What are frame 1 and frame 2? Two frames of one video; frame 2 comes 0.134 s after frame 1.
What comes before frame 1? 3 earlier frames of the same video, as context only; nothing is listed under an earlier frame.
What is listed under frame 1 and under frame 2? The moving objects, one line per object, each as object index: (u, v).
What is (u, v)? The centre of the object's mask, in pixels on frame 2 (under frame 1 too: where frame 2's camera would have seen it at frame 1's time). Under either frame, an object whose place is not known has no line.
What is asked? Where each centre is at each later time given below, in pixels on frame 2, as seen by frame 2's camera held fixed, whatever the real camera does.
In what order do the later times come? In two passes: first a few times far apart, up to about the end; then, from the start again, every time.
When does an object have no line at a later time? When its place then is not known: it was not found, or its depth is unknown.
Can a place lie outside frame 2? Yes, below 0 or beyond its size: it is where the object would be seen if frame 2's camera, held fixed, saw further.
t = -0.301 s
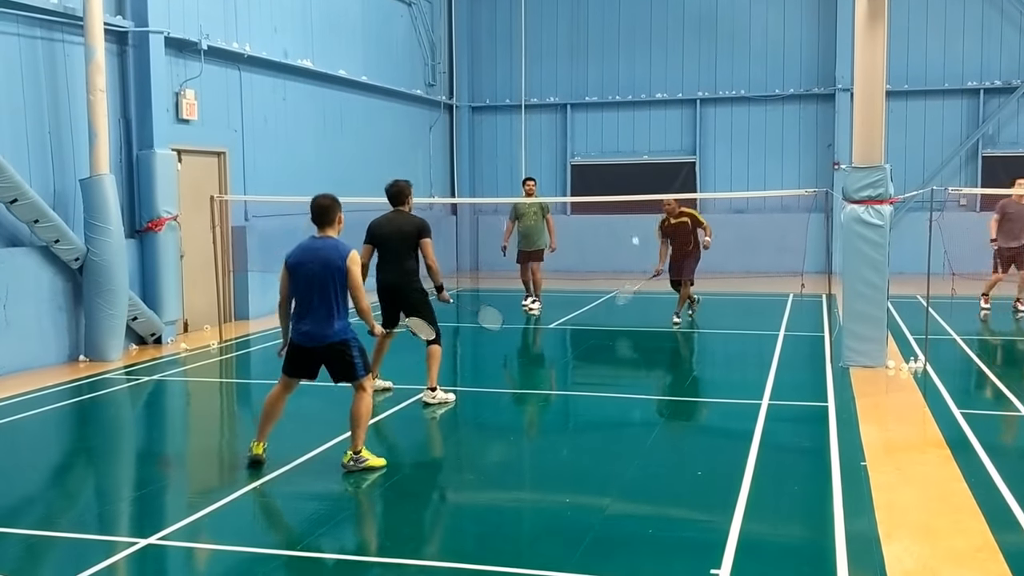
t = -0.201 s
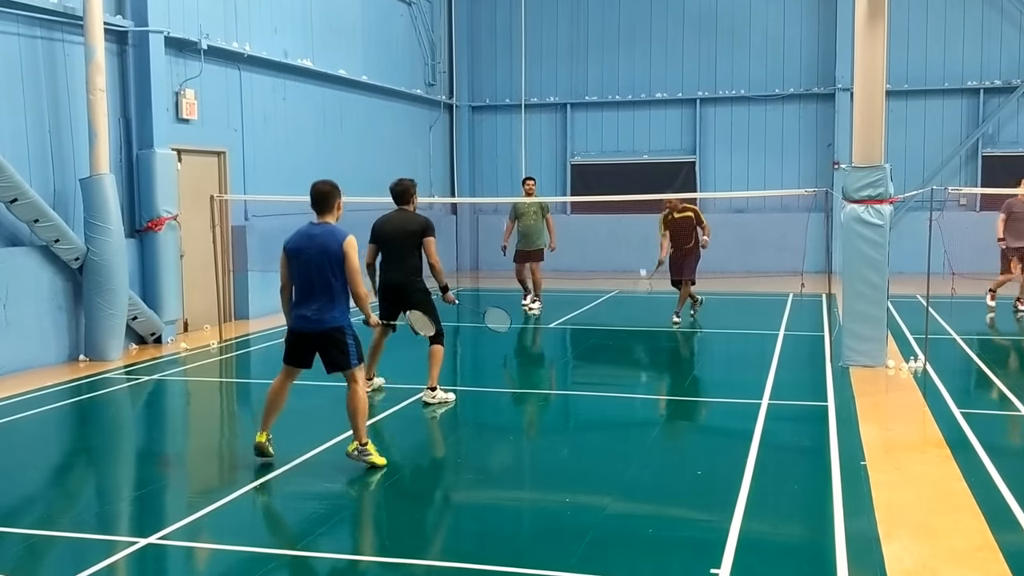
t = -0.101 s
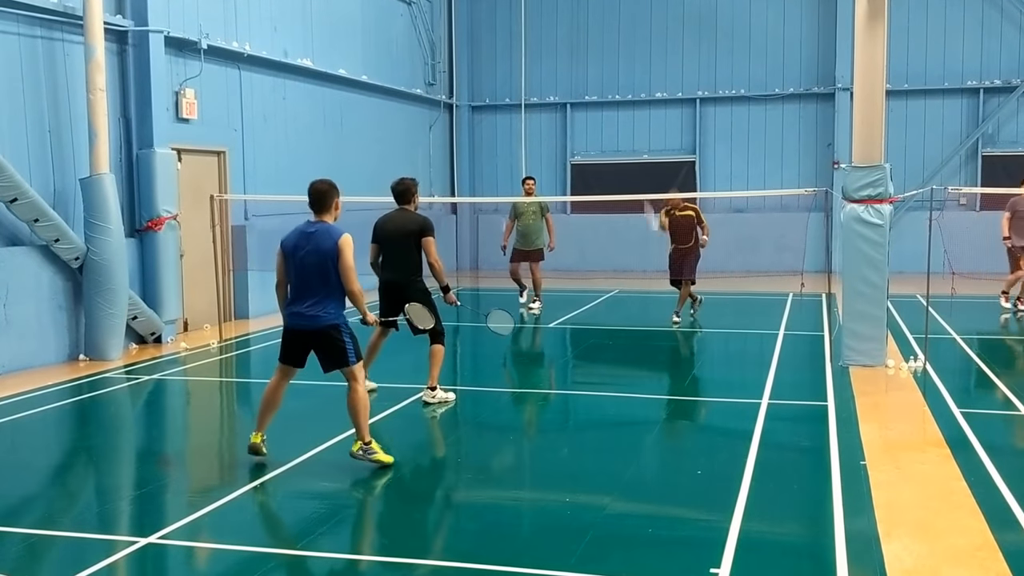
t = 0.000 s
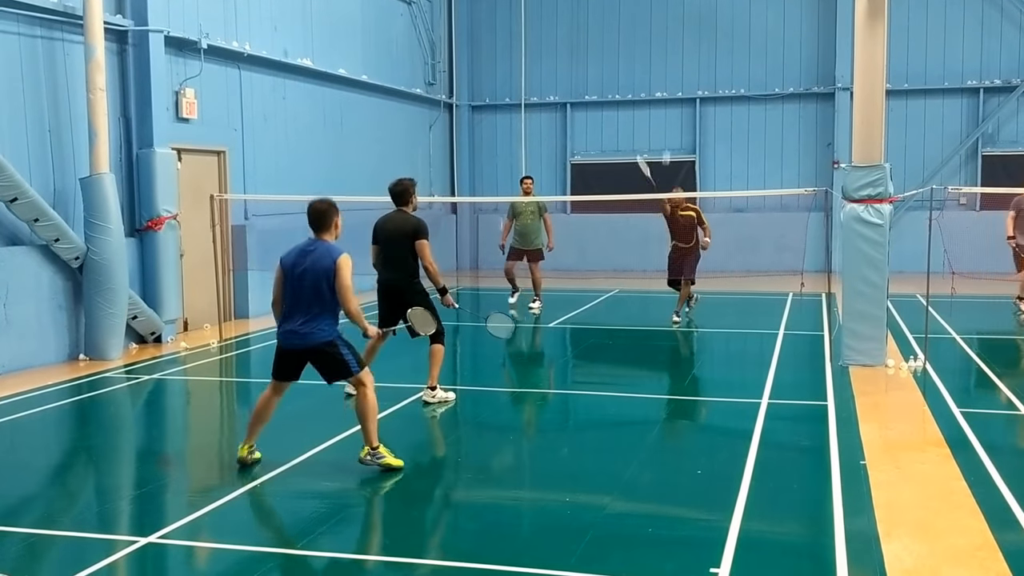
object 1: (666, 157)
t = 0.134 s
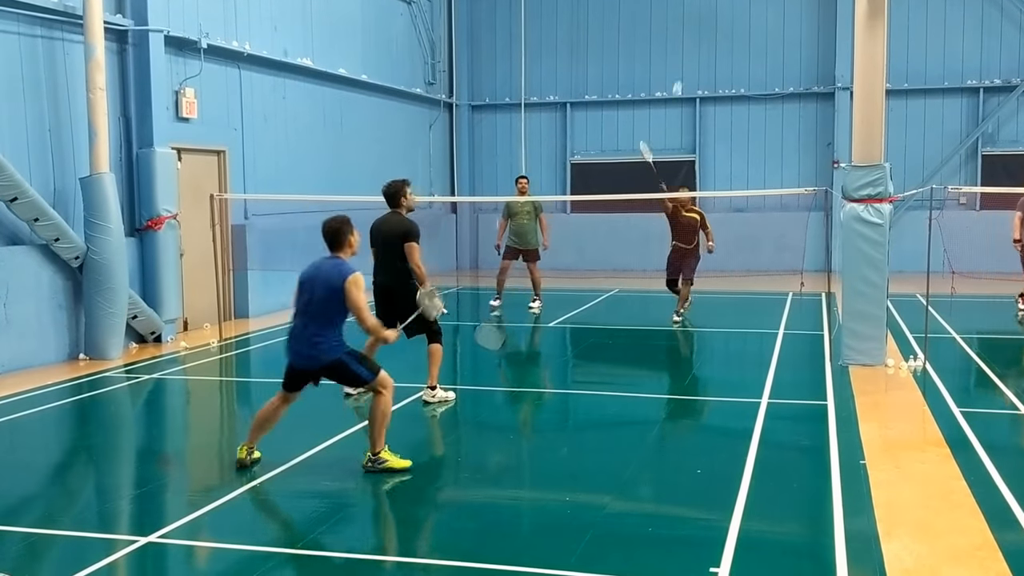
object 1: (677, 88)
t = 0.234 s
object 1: (685, 51)
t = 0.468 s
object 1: (699, 16)
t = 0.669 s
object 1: (707, 55)
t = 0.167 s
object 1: (680, 75)
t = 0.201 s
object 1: (683, 62)
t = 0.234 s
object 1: (685, 51)
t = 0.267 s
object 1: (688, 41)
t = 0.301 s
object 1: (690, 33)
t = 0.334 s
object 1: (692, 27)
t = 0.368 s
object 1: (694, 22)
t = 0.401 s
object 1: (696, 19)
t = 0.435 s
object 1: (698, 16)
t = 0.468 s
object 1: (699, 16)
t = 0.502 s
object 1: (701, 18)
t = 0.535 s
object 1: (702, 22)
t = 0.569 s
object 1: (704, 27)
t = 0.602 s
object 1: (705, 34)
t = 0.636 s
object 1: (706, 43)
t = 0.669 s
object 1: (707, 55)
